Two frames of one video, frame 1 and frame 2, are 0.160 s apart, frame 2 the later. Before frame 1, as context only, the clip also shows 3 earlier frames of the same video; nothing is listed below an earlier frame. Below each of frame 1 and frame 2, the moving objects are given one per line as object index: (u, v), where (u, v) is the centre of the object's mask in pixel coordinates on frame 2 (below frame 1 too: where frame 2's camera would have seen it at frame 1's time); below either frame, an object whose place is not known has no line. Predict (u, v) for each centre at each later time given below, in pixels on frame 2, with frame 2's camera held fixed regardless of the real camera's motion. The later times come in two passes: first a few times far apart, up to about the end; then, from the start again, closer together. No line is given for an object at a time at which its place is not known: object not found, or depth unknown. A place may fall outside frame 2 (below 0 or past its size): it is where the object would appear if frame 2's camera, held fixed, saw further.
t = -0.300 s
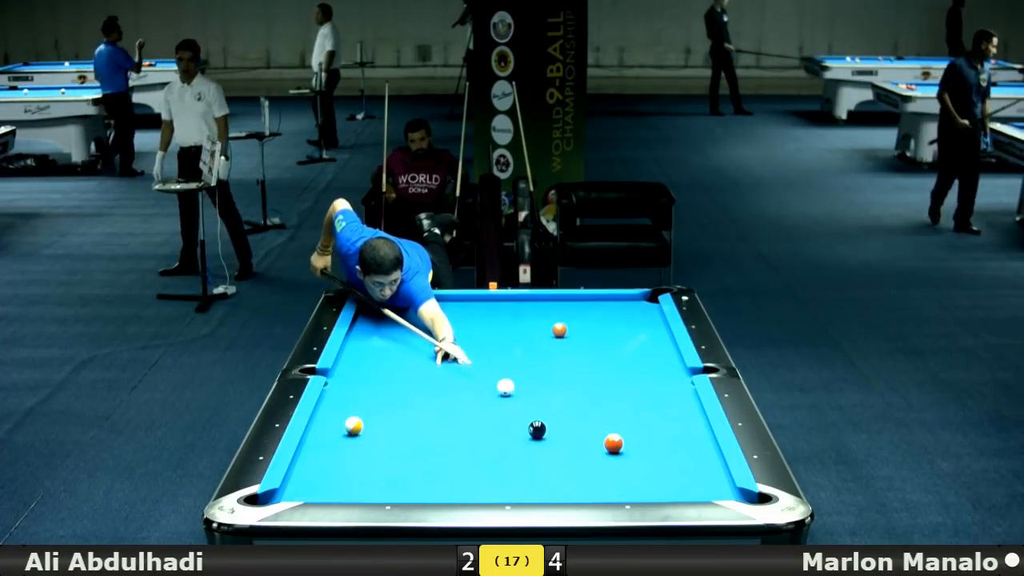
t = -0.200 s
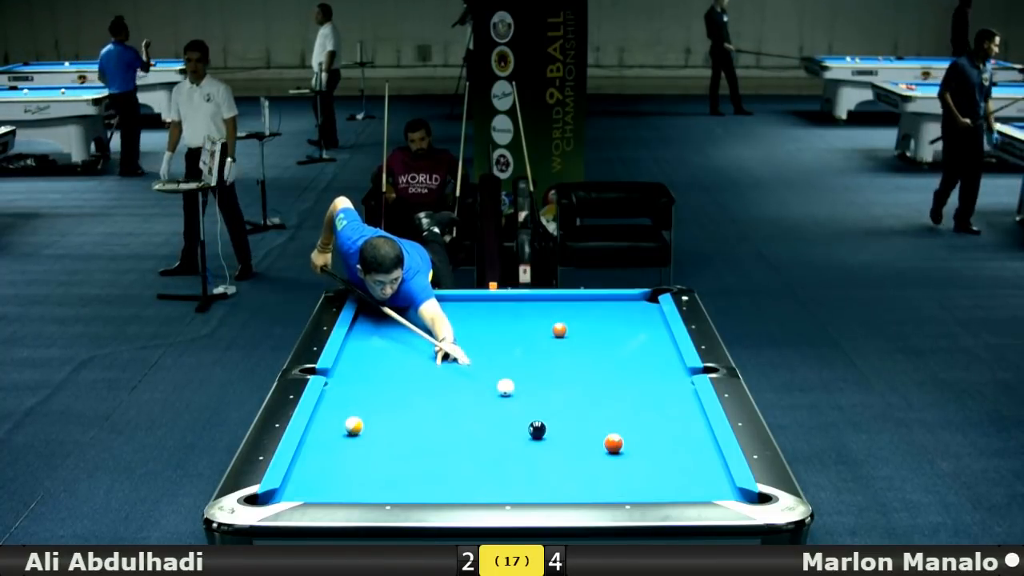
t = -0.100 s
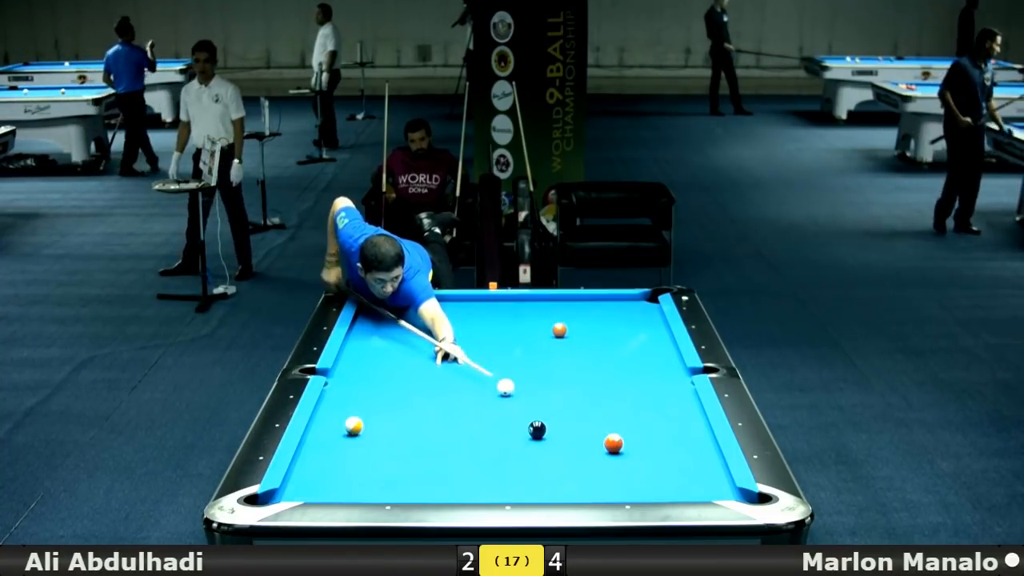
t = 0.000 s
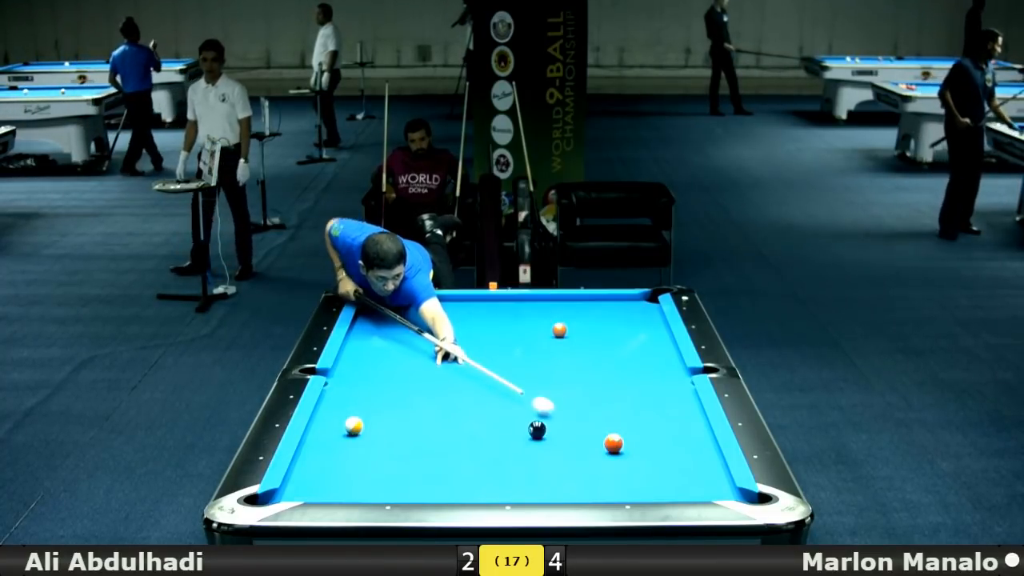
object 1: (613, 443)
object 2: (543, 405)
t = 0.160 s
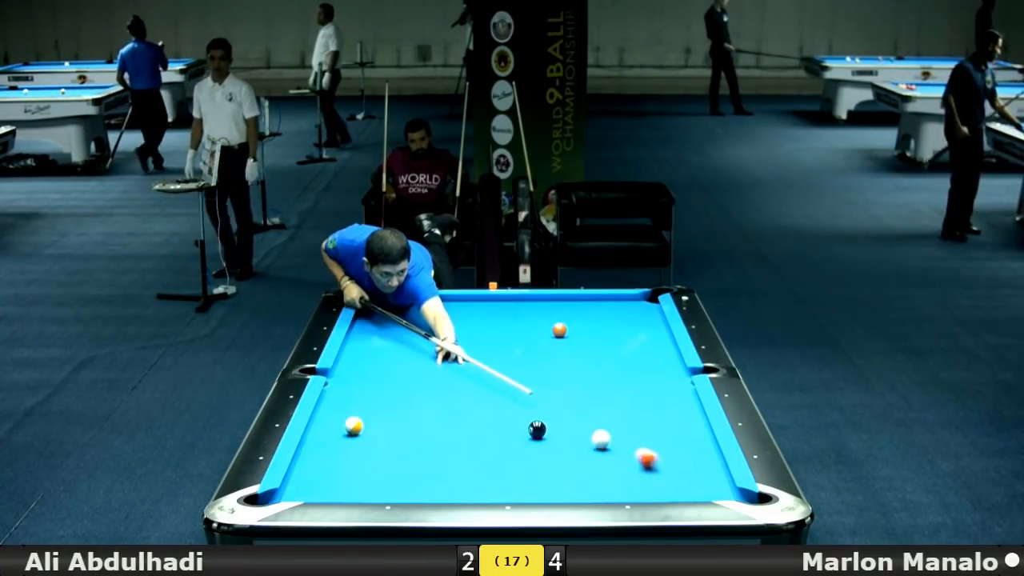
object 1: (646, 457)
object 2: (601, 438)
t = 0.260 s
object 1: (710, 486)
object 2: (601, 442)
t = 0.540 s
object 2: (625, 463)
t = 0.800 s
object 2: (658, 487)
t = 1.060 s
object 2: (691, 486)
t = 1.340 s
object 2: (719, 472)
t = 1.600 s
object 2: (693, 461)
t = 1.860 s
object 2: (670, 451)
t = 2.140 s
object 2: (647, 442)
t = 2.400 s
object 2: (628, 433)
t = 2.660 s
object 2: (611, 427)
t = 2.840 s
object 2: (600, 422)
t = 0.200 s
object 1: (672, 469)
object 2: (601, 440)
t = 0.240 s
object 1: (698, 481)
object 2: (601, 441)
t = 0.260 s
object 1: (710, 486)
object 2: (601, 442)
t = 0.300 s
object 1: (739, 496)
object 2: (602, 444)
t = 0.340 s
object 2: (604, 447)
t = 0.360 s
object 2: (606, 448)
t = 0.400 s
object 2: (609, 451)
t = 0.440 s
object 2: (613, 454)
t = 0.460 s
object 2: (615, 456)
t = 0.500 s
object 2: (620, 460)
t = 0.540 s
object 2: (625, 463)
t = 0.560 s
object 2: (627, 465)
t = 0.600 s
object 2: (632, 469)
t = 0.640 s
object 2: (637, 473)
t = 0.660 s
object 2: (640, 474)
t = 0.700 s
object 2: (645, 478)
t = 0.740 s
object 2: (650, 482)
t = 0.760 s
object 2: (653, 484)
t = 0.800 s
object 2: (658, 487)
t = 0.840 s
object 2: (663, 489)
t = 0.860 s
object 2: (665, 491)
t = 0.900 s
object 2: (671, 491)
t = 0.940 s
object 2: (676, 490)
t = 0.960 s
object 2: (678, 489)
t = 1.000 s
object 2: (683, 488)
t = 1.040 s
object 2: (688, 486)
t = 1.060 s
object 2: (691, 486)
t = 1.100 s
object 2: (696, 484)
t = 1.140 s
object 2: (700, 482)
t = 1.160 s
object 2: (703, 481)
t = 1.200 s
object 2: (707, 479)
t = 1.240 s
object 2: (712, 477)
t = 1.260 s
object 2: (714, 476)
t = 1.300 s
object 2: (719, 474)
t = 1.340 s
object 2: (719, 472)
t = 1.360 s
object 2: (716, 471)
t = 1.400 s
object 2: (713, 469)
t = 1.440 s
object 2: (708, 468)
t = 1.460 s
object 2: (707, 467)
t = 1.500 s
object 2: (703, 465)
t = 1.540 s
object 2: (699, 464)
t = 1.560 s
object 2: (697, 463)
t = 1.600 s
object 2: (693, 461)
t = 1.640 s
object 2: (689, 460)
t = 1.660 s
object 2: (688, 459)
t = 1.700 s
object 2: (684, 457)
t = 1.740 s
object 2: (680, 456)
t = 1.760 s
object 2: (679, 455)
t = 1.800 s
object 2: (675, 453)
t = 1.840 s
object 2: (672, 452)
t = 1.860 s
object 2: (670, 451)
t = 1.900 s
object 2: (667, 450)
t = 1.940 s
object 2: (663, 448)
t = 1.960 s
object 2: (662, 448)
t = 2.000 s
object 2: (658, 446)
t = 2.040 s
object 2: (655, 445)
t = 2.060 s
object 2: (653, 445)
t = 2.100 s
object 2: (650, 443)
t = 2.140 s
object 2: (647, 442)
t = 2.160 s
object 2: (646, 441)
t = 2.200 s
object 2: (643, 440)
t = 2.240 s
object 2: (640, 438)
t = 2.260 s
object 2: (638, 438)
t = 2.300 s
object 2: (635, 437)
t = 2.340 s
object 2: (632, 436)
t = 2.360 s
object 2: (631, 435)
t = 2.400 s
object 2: (628, 433)
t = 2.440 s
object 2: (625, 433)
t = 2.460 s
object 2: (624, 432)
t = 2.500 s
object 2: (621, 431)
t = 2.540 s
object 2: (619, 430)
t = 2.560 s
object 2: (617, 429)
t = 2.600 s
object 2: (615, 428)
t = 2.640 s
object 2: (612, 427)
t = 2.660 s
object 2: (611, 427)
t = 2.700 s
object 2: (608, 425)
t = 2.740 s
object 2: (606, 424)
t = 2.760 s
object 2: (604, 424)
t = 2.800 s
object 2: (602, 422)
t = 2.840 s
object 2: (600, 422)
